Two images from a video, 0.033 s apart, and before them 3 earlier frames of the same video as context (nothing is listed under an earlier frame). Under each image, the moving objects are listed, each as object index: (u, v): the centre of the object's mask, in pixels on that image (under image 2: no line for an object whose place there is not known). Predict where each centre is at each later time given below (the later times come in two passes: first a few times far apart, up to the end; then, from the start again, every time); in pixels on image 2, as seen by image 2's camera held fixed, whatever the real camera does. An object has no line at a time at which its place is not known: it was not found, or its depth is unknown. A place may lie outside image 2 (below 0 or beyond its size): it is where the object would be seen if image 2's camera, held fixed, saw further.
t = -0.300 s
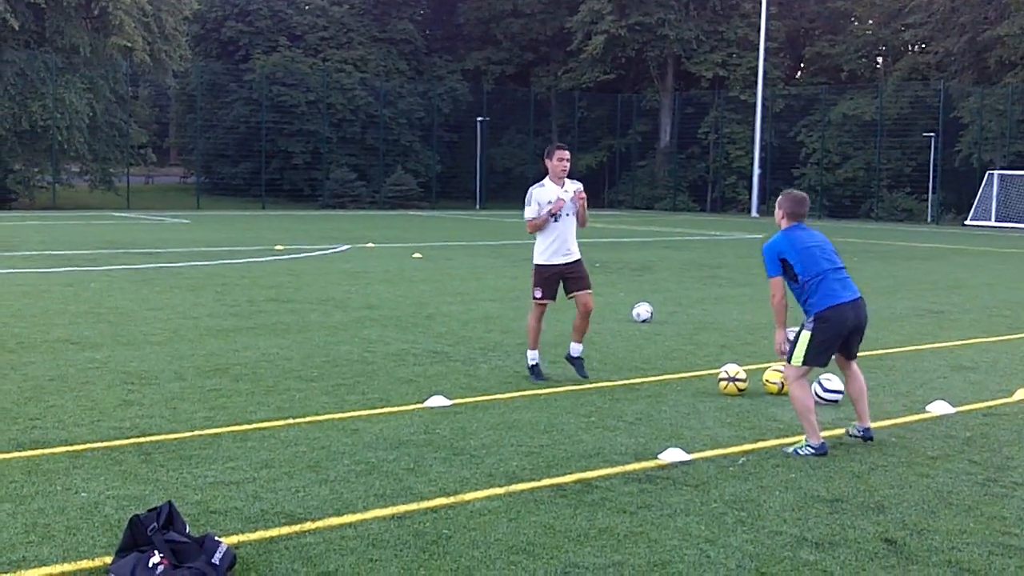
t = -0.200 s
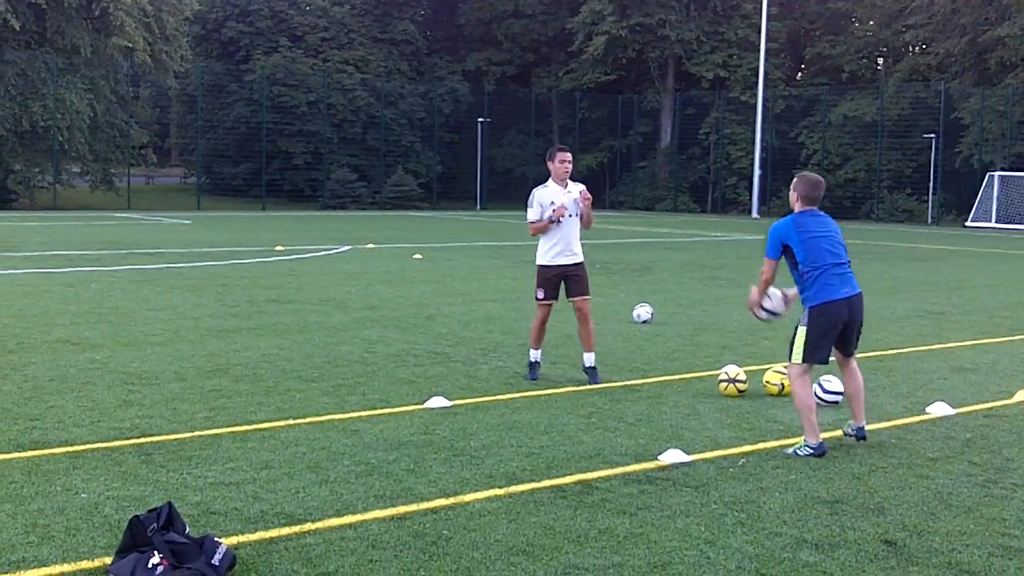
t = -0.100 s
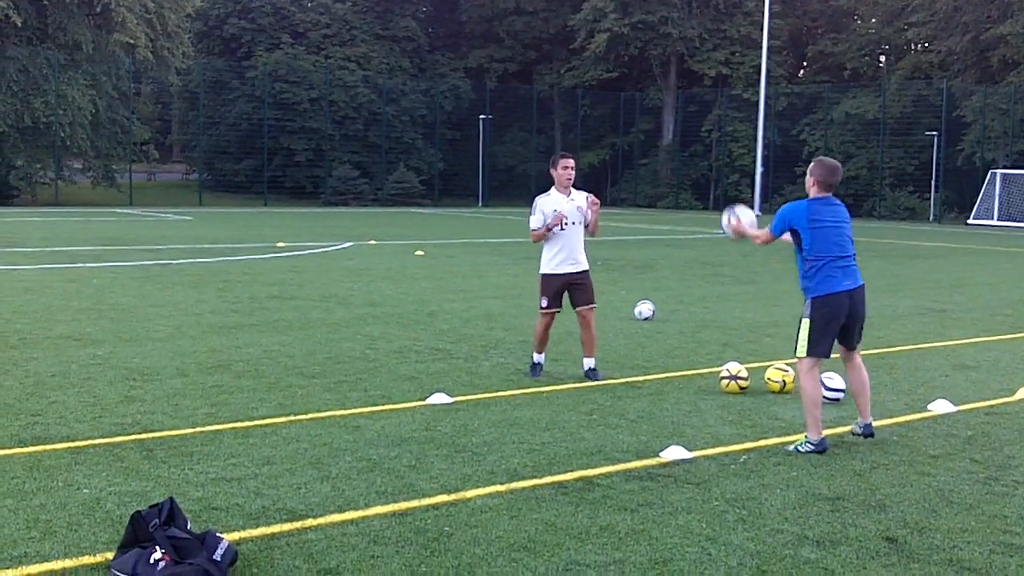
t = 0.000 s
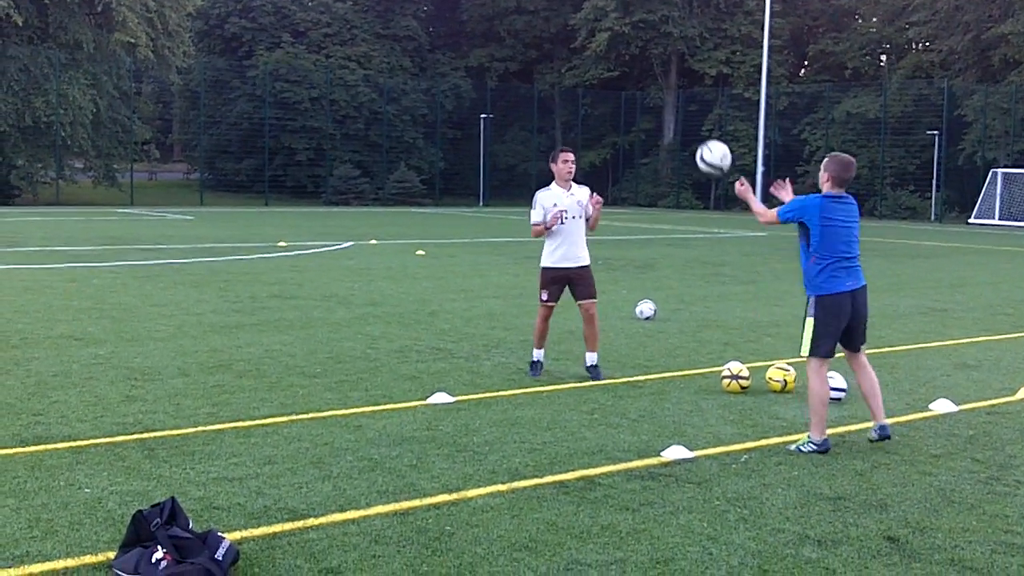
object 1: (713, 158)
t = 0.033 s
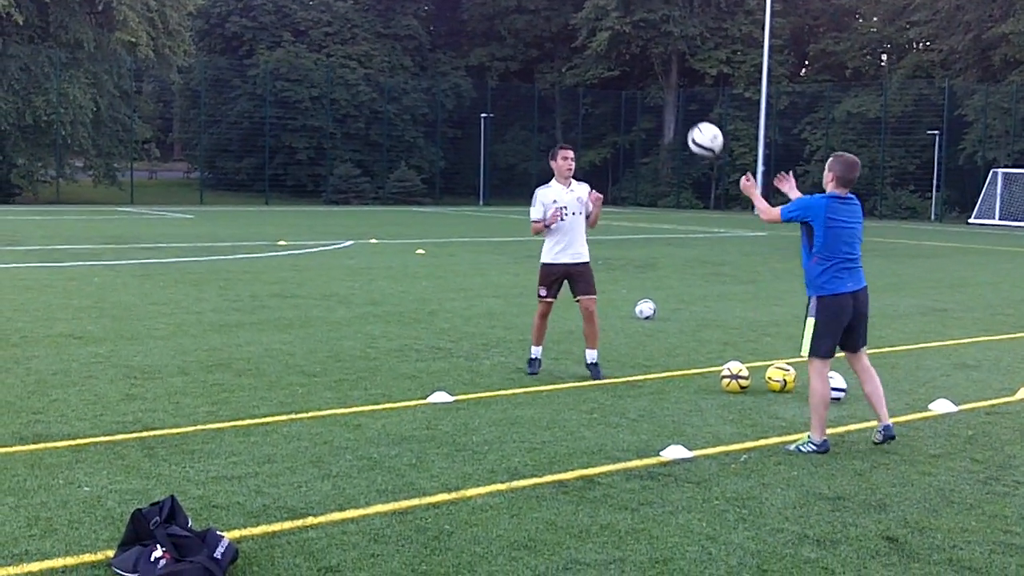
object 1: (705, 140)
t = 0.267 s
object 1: (648, 70)
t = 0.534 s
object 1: (588, 91)
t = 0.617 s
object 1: (571, 116)
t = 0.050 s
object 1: (701, 132)
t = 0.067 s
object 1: (697, 124)
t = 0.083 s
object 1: (692, 117)
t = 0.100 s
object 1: (688, 111)
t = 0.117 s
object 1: (684, 104)
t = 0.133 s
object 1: (680, 99)
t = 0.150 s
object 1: (676, 93)
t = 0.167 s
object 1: (672, 89)
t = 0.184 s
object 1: (668, 84)
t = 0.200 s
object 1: (664, 80)
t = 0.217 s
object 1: (660, 77)
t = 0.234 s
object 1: (656, 74)
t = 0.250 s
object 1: (652, 71)
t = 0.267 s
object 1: (648, 70)
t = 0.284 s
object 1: (644, 68)
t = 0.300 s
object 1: (640, 67)
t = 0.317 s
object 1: (636, 66)
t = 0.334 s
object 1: (633, 66)
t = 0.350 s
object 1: (629, 66)
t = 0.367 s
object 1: (625, 66)
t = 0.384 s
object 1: (621, 67)
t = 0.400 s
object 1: (617, 69)
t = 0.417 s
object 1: (614, 70)
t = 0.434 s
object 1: (610, 72)
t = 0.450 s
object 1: (606, 74)
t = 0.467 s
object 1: (603, 77)
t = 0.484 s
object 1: (599, 79)
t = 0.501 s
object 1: (595, 83)
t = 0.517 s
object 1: (592, 87)
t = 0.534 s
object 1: (588, 91)
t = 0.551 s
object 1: (585, 96)
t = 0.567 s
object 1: (582, 100)
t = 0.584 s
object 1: (578, 105)
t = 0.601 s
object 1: (575, 111)
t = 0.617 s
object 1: (571, 116)
